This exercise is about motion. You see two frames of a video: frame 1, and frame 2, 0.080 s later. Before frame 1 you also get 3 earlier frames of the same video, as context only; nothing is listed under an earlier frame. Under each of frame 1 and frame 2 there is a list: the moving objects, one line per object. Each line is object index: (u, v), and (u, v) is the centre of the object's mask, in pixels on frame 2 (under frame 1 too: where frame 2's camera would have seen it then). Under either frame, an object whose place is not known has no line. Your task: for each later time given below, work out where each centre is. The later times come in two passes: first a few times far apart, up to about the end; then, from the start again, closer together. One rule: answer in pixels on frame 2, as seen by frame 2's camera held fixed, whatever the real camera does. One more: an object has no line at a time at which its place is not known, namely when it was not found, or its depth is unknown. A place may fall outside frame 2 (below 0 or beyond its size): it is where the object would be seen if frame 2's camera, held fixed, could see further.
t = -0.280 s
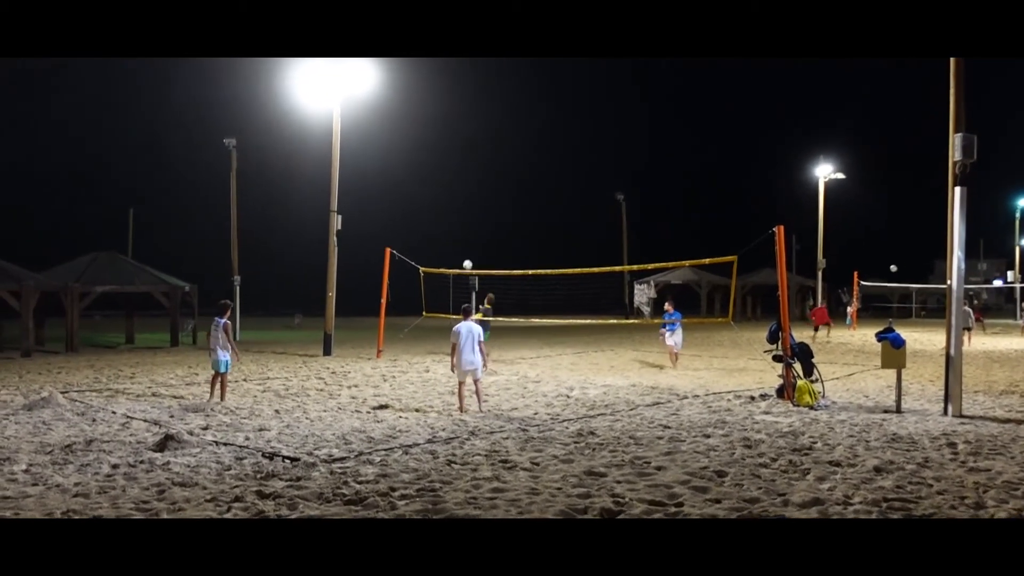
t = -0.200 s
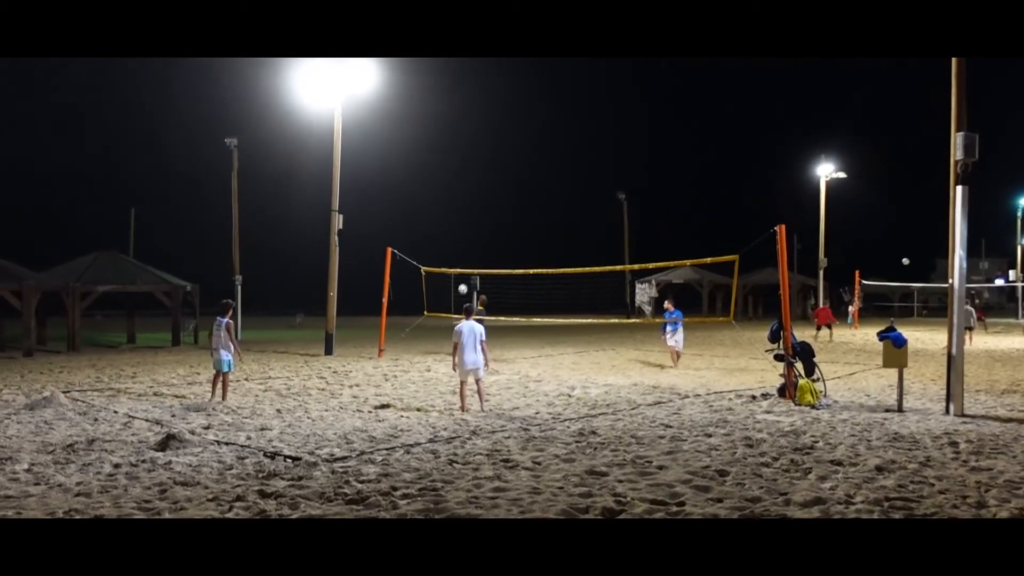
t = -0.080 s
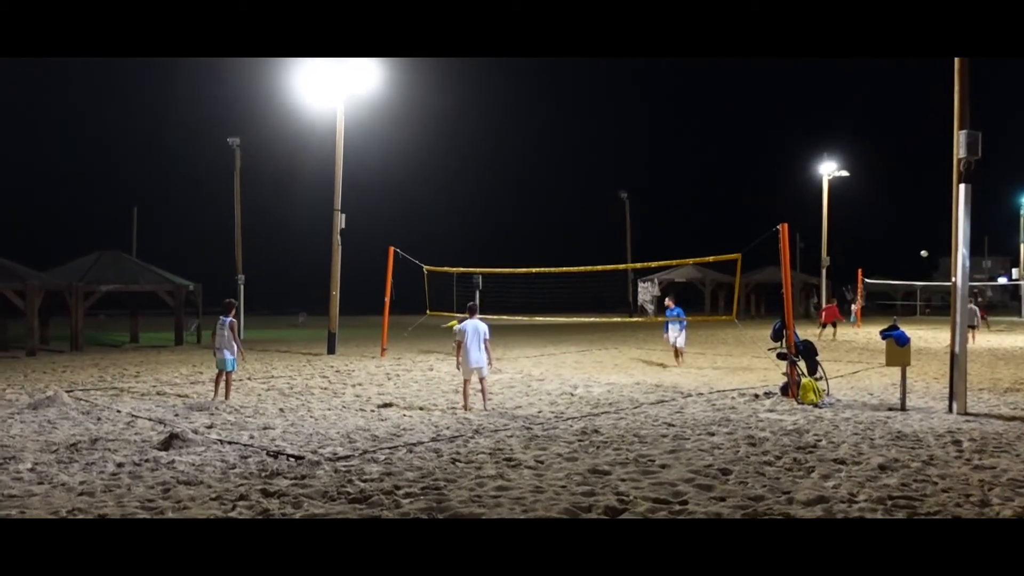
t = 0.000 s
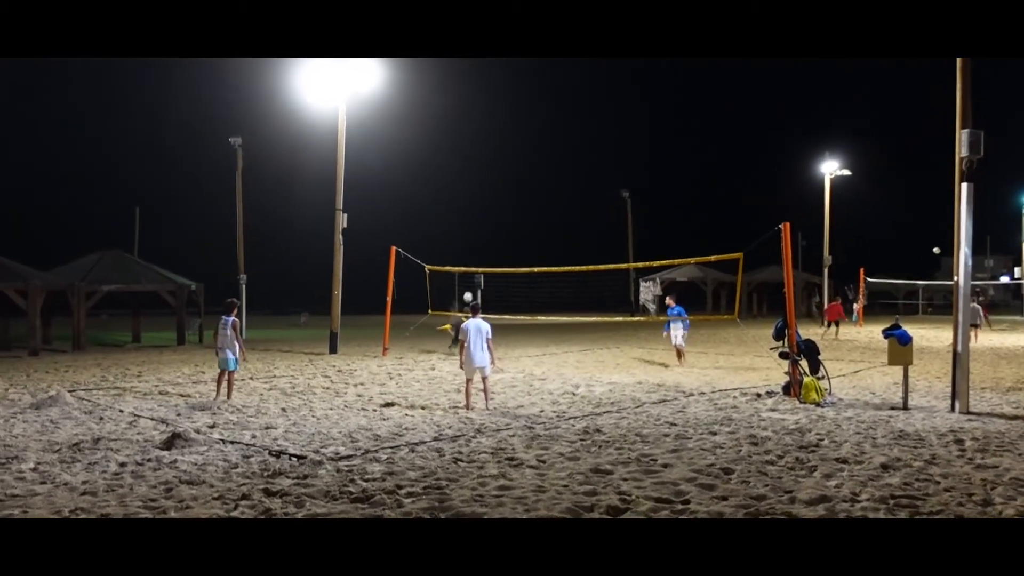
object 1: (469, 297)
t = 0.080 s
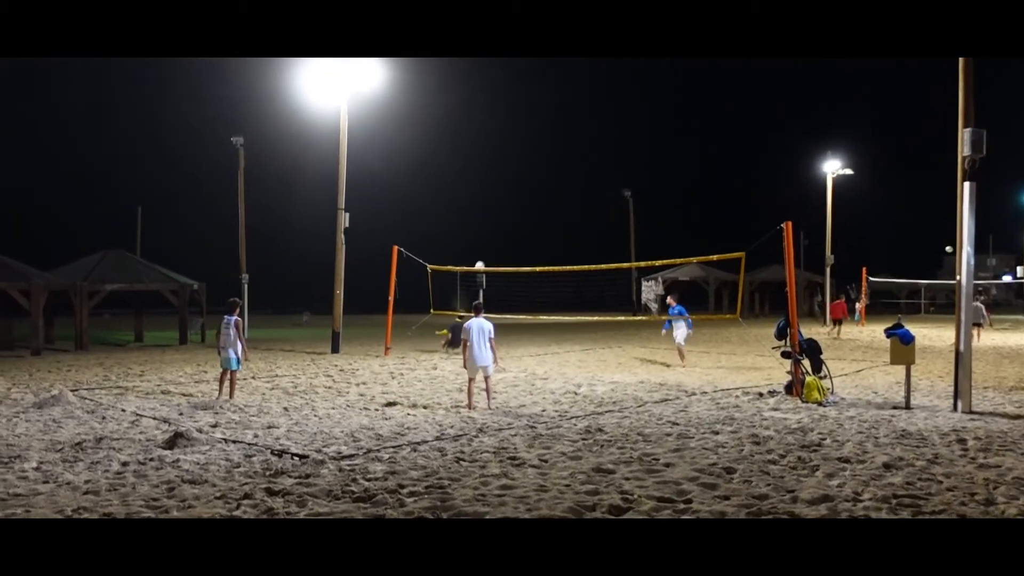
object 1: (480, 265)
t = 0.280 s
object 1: (506, 202)
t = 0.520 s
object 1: (538, 146)
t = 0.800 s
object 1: (578, 107)
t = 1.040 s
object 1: (613, 97)
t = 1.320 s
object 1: (655, 111)
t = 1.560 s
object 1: (690, 148)
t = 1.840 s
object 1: (731, 218)
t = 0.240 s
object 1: (500, 214)
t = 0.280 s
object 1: (506, 202)
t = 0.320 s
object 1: (511, 191)
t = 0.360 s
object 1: (516, 181)
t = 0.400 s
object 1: (522, 171)
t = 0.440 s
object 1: (527, 162)
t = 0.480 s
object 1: (533, 154)
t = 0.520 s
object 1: (538, 146)
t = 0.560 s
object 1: (544, 138)
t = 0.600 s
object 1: (550, 132)
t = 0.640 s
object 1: (555, 126)
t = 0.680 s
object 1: (561, 120)
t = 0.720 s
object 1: (567, 115)
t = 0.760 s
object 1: (572, 111)
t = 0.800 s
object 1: (578, 107)
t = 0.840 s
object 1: (584, 104)
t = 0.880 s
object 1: (590, 101)
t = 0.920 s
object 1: (595, 99)
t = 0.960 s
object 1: (601, 98)
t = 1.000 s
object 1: (607, 97)
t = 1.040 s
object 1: (613, 97)
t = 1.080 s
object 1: (619, 97)
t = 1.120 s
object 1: (625, 98)
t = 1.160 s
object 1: (631, 100)
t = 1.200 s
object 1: (637, 101)
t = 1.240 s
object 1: (643, 104)
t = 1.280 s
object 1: (649, 107)
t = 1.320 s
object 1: (655, 111)
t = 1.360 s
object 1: (660, 116)
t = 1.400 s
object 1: (666, 121)
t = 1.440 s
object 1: (672, 127)
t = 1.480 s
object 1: (678, 133)
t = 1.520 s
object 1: (684, 140)
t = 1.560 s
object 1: (690, 148)
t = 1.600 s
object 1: (696, 156)
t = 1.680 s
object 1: (708, 174)
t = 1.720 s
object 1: (713, 184)
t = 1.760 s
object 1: (719, 195)
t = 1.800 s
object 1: (725, 206)
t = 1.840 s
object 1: (731, 218)
